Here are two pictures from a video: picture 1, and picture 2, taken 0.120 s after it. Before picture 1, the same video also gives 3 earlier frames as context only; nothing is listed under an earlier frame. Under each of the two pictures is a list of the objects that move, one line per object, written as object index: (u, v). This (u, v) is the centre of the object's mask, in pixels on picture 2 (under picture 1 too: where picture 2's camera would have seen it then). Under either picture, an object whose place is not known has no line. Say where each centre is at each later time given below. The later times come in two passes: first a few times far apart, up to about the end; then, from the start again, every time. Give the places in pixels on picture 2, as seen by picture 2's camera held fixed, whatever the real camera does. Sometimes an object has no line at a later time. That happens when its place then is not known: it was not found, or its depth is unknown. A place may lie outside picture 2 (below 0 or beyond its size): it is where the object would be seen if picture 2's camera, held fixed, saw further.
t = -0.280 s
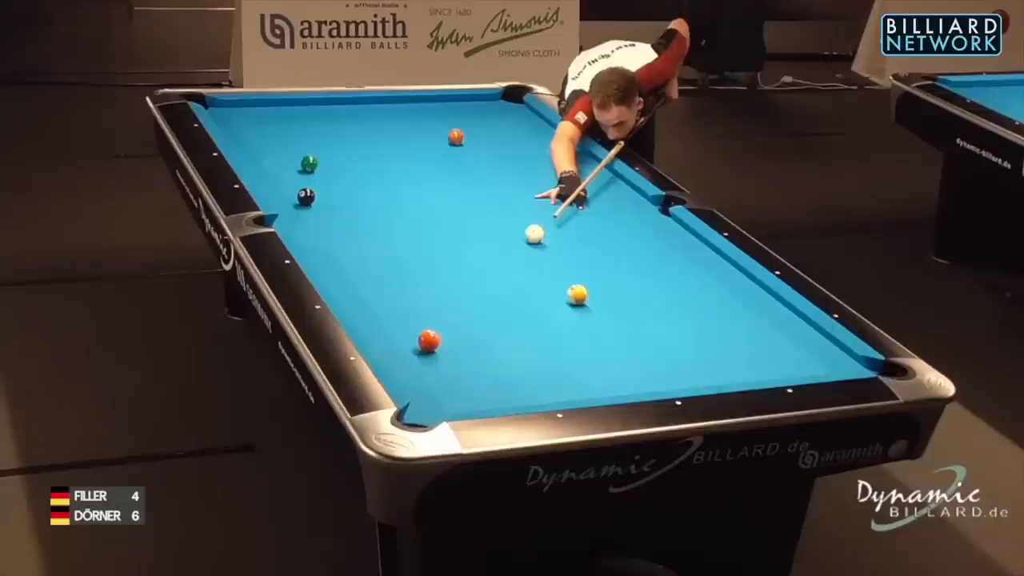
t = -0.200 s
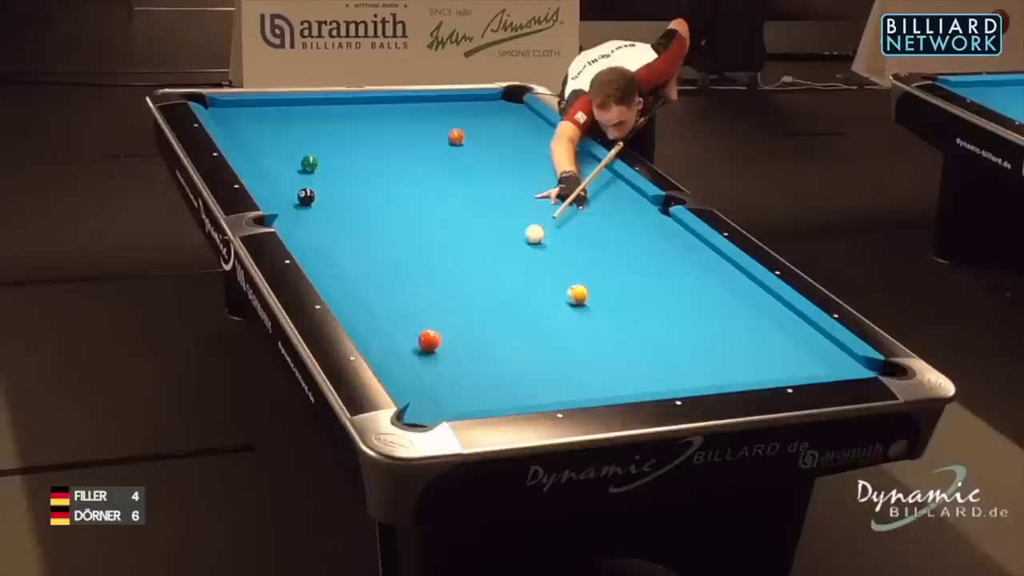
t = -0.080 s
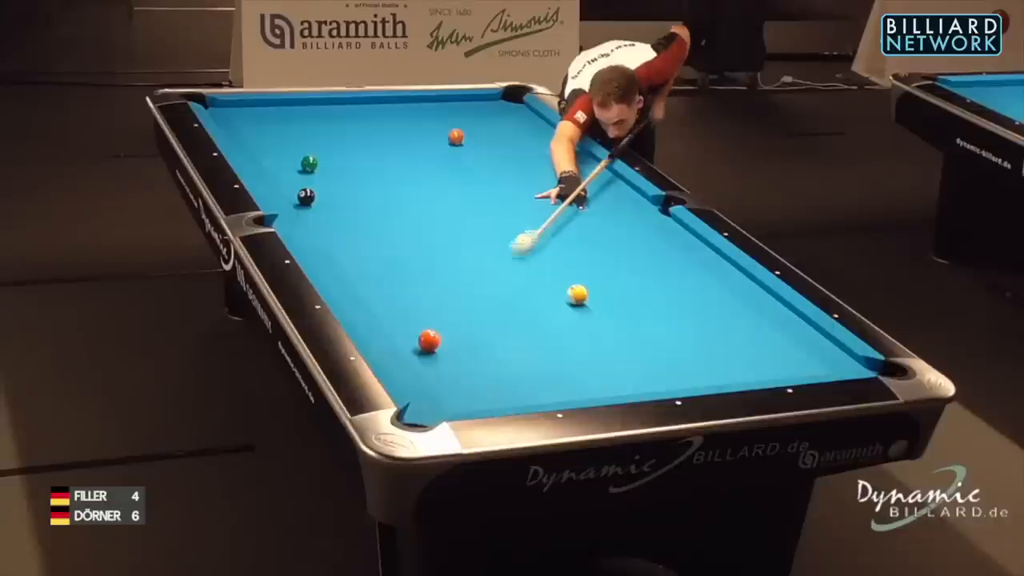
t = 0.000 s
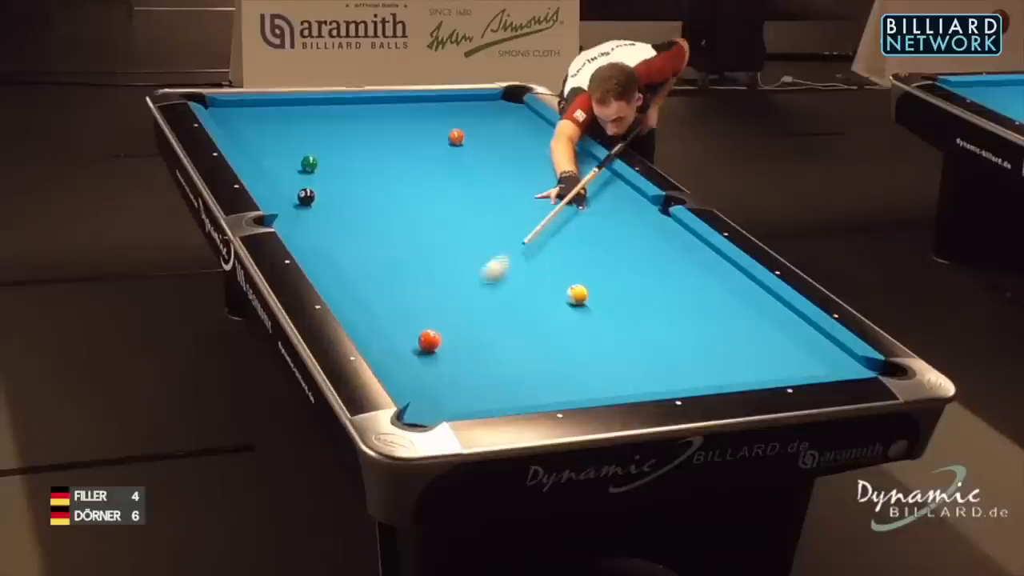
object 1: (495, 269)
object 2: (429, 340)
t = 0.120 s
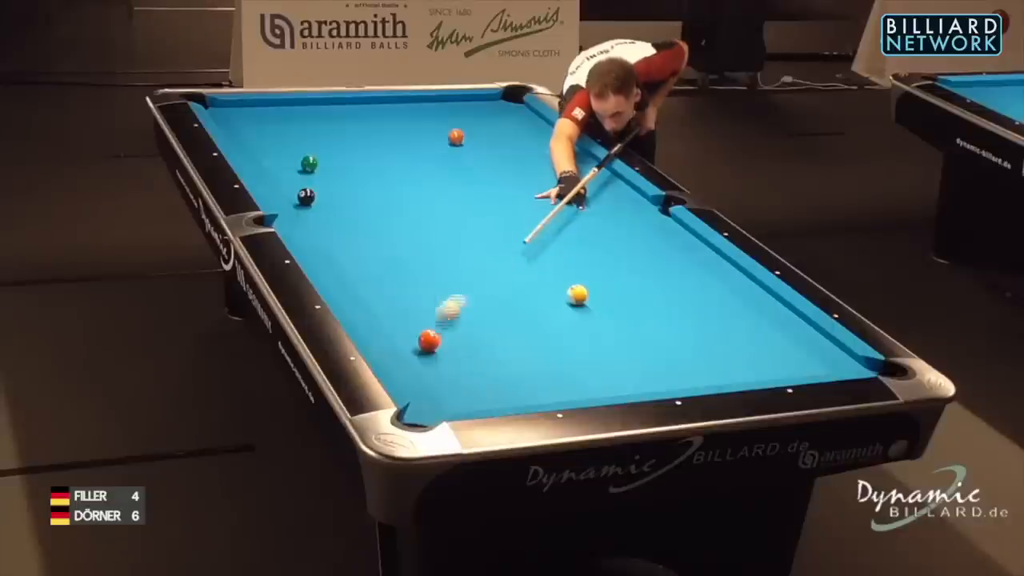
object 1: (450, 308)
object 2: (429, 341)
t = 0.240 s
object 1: (402, 332)
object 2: (433, 359)
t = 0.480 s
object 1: (430, 347)
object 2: (413, 422)
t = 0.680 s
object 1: (494, 366)
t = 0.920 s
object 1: (572, 388)
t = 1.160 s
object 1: (613, 379)
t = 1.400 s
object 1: (637, 356)
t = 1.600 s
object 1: (657, 339)
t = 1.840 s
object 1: (678, 319)
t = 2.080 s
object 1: (697, 302)
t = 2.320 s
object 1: (714, 287)
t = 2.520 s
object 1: (728, 275)
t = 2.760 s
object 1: (718, 265)
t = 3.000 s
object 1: (688, 258)
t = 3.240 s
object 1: (659, 252)
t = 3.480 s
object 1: (633, 246)
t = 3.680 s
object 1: (612, 241)
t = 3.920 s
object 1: (588, 236)
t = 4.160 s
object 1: (566, 231)
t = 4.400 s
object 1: (545, 226)
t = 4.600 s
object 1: (529, 222)
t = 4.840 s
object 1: (512, 218)
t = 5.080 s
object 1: (495, 214)
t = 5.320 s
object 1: (480, 211)
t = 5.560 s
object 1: (466, 208)
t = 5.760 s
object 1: (456, 206)
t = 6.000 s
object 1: (445, 203)
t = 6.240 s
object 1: (435, 201)
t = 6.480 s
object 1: (427, 200)
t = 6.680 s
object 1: (422, 198)
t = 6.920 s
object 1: (416, 197)
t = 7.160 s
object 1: (412, 196)
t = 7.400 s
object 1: (409, 195)
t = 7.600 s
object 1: (408, 195)
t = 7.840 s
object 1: (408, 195)
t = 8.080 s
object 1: (408, 195)
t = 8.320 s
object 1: (408, 195)
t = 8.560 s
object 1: (408, 195)
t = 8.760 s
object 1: (408, 195)
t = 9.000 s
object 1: (408, 195)
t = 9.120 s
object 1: (408, 195)
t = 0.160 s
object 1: (437, 320)
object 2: (429, 340)
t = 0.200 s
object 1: (420, 330)
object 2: (431, 345)
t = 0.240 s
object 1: (402, 332)
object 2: (433, 359)
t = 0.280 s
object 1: (385, 331)
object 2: (435, 374)
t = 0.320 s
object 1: (377, 333)
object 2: (438, 388)
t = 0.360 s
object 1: (389, 337)
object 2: (440, 403)
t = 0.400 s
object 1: (404, 340)
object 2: (440, 411)
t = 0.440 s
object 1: (417, 344)
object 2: (427, 416)
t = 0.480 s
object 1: (430, 347)
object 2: (413, 422)
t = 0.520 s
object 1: (444, 351)
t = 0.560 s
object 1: (456, 355)
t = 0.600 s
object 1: (469, 358)
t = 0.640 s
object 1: (482, 363)
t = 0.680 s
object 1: (494, 366)
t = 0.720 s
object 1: (507, 369)
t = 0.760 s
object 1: (520, 373)
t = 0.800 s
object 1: (533, 378)
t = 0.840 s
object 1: (546, 381)
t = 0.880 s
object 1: (559, 385)
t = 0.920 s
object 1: (572, 388)
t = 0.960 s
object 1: (585, 390)
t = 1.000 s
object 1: (595, 390)
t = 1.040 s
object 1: (600, 387)
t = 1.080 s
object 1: (604, 385)
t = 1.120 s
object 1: (608, 382)
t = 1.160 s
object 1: (613, 379)
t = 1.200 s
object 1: (617, 375)
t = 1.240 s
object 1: (621, 371)
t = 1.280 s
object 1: (625, 367)
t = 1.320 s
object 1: (630, 363)
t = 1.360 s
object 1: (634, 360)
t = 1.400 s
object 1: (637, 356)
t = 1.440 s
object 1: (641, 353)
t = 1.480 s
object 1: (645, 349)
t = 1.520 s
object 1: (649, 346)
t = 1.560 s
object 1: (653, 342)
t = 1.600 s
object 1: (657, 339)
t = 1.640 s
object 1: (661, 335)
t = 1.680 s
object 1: (664, 332)
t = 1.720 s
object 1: (667, 329)
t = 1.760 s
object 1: (671, 326)
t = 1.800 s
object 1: (674, 323)
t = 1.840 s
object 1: (678, 319)
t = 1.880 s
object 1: (681, 316)
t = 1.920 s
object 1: (684, 314)
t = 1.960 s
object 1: (688, 311)
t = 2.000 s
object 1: (691, 308)
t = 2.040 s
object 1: (694, 305)
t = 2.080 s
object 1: (697, 302)
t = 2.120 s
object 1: (700, 300)
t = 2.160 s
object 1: (703, 297)
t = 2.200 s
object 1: (706, 295)
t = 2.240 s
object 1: (709, 292)
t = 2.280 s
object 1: (711, 290)
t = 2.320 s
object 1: (714, 287)
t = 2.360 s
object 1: (717, 284)
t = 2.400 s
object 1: (720, 282)
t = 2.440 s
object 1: (723, 280)
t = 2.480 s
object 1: (725, 277)
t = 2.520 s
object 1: (728, 275)
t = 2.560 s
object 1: (731, 273)
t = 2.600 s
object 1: (733, 270)
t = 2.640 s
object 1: (733, 268)
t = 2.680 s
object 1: (728, 267)
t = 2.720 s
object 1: (723, 266)
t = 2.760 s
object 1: (718, 265)
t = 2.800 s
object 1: (713, 264)
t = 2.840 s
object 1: (708, 262)
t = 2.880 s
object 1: (703, 261)
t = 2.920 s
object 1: (698, 260)
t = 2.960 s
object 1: (693, 259)
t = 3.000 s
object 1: (688, 258)
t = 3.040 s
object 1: (683, 257)
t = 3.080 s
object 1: (678, 256)
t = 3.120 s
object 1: (673, 255)
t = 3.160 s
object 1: (669, 254)
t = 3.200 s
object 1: (664, 253)
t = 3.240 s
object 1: (659, 252)
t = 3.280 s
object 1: (655, 251)
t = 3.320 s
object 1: (650, 250)
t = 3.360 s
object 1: (646, 249)
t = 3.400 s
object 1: (641, 248)
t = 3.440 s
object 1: (637, 247)
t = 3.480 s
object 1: (633, 246)
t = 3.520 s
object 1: (628, 245)
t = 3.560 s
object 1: (624, 244)
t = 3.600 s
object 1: (620, 243)
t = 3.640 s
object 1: (616, 242)
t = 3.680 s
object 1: (612, 241)
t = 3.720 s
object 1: (608, 240)
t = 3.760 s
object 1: (604, 239)
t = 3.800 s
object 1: (600, 238)
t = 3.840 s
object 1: (596, 238)
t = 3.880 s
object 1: (592, 237)
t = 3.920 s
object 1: (588, 236)
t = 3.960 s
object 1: (584, 235)
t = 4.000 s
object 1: (581, 234)
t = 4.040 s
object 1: (577, 233)
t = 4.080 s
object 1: (573, 232)
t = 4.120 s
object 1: (570, 231)
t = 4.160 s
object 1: (566, 231)
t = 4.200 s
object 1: (563, 230)
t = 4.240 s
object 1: (559, 229)
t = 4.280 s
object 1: (556, 228)
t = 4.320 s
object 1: (552, 228)
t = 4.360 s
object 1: (549, 227)
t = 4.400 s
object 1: (545, 226)
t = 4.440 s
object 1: (542, 225)
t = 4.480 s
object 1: (539, 225)
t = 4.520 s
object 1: (536, 224)
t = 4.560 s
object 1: (533, 223)
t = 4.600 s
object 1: (529, 222)
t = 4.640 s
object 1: (526, 221)
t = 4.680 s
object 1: (523, 221)
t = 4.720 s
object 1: (521, 220)
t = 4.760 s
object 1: (518, 220)
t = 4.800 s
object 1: (515, 219)
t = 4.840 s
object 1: (512, 218)
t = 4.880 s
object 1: (509, 217)
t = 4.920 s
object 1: (506, 217)
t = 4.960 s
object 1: (503, 216)
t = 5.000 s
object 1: (500, 216)
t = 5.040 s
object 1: (498, 215)
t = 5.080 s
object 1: (495, 214)
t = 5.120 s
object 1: (492, 214)
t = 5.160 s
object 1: (490, 213)
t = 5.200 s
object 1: (487, 213)
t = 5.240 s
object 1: (485, 212)
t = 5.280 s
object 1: (482, 212)
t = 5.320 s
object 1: (480, 211)
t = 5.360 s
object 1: (478, 211)
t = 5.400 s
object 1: (475, 210)
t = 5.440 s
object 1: (473, 210)
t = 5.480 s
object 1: (470, 209)
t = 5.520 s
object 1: (468, 209)
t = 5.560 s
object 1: (466, 208)
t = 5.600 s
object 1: (464, 208)
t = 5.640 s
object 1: (462, 207)
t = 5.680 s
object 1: (460, 207)
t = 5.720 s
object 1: (458, 206)
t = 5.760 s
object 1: (456, 206)
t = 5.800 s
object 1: (454, 205)
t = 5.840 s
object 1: (452, 205)
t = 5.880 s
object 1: (451, 205)
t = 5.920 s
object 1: (449, 204)
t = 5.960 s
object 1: (447, 204)
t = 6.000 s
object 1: (445, 203)
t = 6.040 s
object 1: (443, 203)
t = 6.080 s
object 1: (442, 203)
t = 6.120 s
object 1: (440, 202)
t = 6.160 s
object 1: (438, 202)
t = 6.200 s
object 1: (437, 202)
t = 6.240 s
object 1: (435, 201)
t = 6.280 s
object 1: (434, 201)
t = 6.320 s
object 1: (433, 201)
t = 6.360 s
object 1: (431, 201)
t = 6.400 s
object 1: (430, 200)
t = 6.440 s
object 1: (429, 200)
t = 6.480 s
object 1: (427, 200)
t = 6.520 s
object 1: (426, 200)
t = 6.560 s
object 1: (425, 199)
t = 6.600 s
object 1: (424, 199)
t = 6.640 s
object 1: (423, 198)
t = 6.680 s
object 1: (422, 198)
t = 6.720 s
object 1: (421, 198)
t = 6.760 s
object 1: (420, 198)
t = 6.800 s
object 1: (419, 197)
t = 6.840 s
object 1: (418, 197)
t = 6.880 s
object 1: (417, 197)
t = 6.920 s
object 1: (416, 197)
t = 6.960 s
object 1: (416, 197)
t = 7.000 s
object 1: (415, 197)
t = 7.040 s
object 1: (414, 196)
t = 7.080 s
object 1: (413, 196)
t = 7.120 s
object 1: (413, 196)
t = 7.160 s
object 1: (412, 196)
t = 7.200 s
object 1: (412, 196)
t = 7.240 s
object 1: (411, 196)
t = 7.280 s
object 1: (410, 196)
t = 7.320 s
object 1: (410, 195)
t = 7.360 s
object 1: (410, 195)
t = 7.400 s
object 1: (409, 195)
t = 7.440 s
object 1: (409, 195)
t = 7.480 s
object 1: (409, 195)
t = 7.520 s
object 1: (408, 195)
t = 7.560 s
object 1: (408, 195)
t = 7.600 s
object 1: (408, 195)
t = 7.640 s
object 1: (408, 195)
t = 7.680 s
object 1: (408, 195)
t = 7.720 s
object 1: (408, 195)
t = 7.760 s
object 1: (408, 195)
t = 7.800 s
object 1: (408, 195)
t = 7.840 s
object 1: (408, 195)
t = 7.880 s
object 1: (408, 195)
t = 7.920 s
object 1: (408, 195)
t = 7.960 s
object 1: (408, 195)
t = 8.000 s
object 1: (408, 195)
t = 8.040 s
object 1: (408, 195)
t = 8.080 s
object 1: (408, 195)
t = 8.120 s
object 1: (408, 195)
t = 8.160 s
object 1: (408, 195)
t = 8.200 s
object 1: (408, 195)
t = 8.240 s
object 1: (408, 195)
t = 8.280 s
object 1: (408, 195)
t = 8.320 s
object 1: (408, 195)
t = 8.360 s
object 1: (408, 195)
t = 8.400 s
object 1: (408, 195)
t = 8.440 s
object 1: (408, 195)
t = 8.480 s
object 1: (408, 195)
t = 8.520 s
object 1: (408, 195)
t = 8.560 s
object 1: (408, 195)
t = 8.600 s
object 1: (408, 195)
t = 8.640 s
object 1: (408, 195)
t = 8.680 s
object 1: (408, 195)
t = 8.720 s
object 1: (408, 195)
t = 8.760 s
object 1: (408, 195)
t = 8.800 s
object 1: (408, 195)
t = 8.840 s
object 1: (408, 195)
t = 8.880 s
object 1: (408, 195)
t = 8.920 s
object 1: (408, 195)
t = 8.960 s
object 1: (408, 195)
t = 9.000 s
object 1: (408, 195)
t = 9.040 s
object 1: (408, 195)
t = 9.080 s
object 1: (408, 195)
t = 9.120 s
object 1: (408, 195)
